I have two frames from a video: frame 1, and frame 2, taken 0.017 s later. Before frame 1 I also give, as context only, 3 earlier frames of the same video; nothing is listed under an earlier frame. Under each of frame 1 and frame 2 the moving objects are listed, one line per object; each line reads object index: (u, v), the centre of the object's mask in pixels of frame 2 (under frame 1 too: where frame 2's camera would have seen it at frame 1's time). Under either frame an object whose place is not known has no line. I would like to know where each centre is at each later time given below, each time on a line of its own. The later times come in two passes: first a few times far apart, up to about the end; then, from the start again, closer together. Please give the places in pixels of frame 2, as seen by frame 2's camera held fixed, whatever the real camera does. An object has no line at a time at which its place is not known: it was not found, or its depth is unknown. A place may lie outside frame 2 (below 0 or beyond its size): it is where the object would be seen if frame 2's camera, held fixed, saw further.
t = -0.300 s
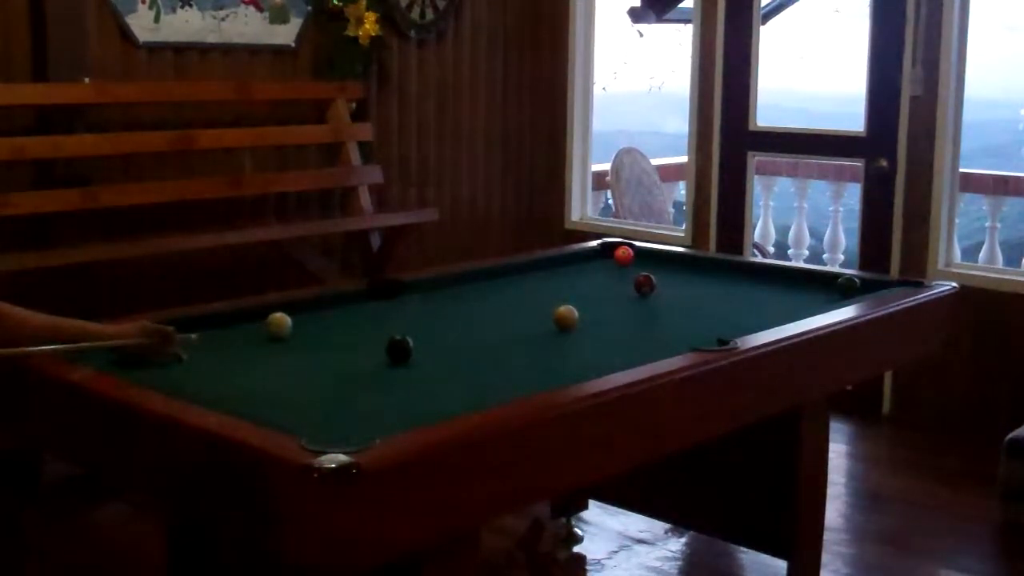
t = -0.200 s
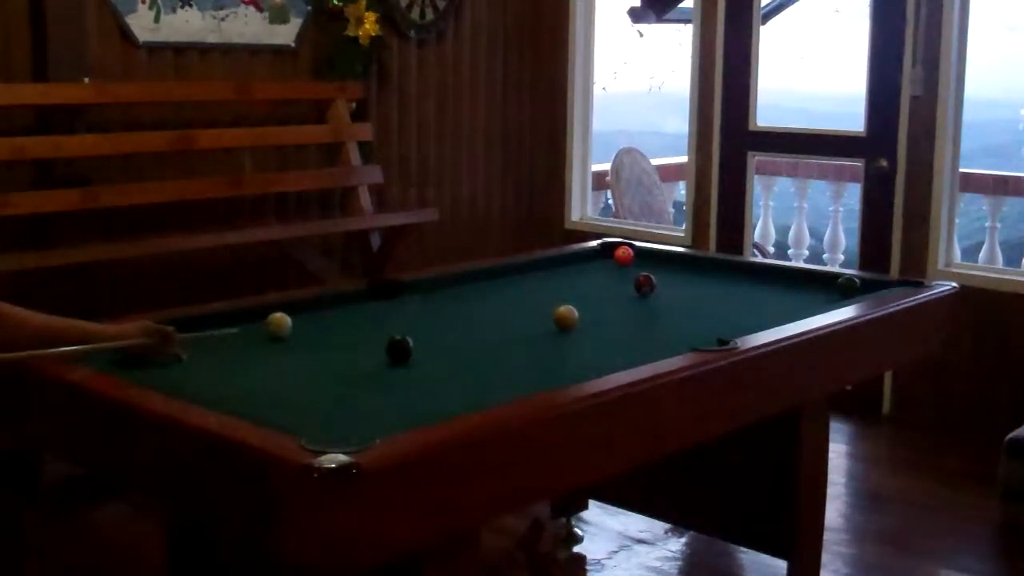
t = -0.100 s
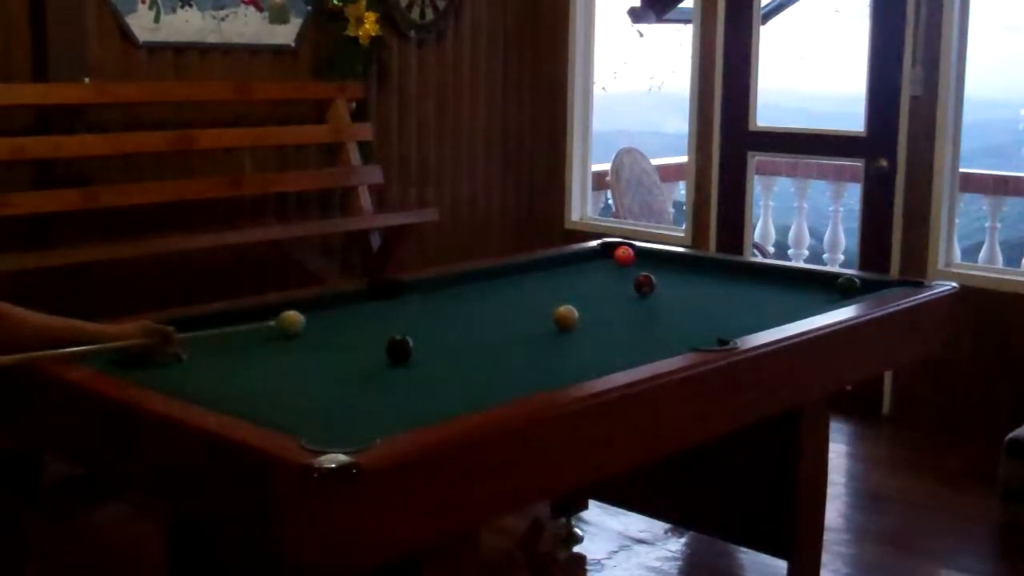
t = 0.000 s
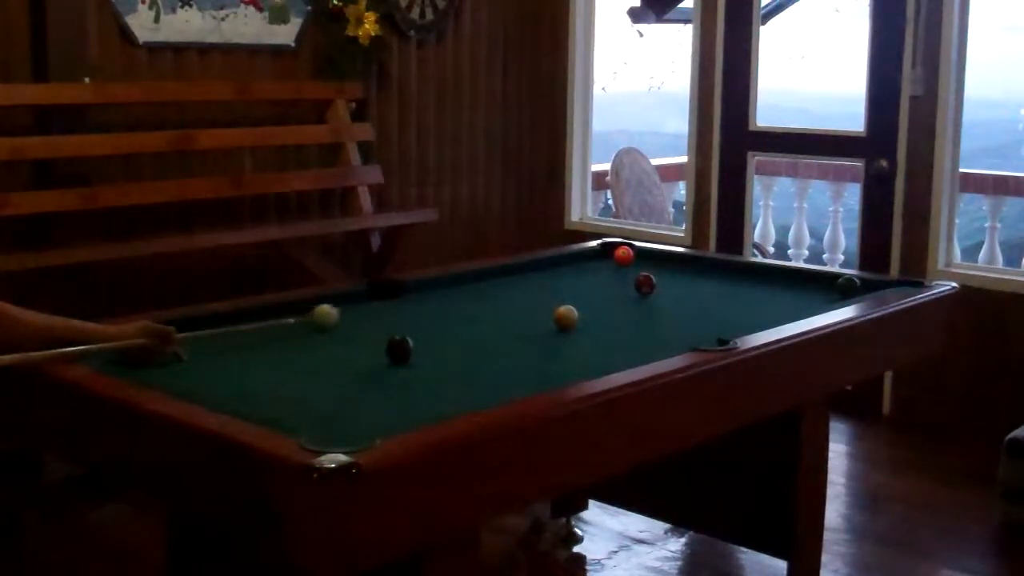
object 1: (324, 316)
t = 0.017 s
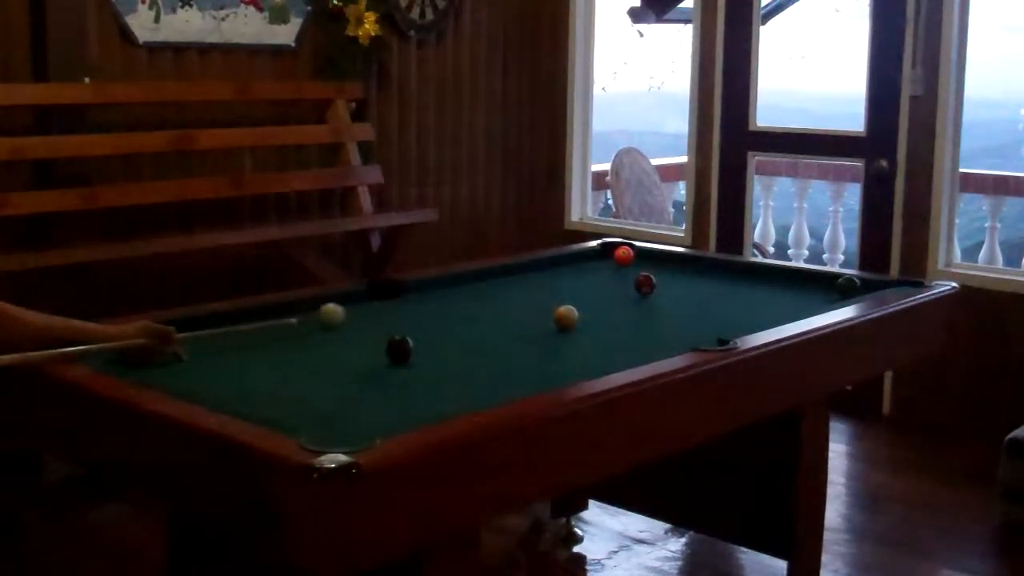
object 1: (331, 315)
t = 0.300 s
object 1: (415, 298)
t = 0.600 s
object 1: (492, 285)
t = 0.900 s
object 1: (557, 271)
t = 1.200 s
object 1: (610, 260)
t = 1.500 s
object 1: (668, 257)
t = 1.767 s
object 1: (679, 258)
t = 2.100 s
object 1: (676, 264)
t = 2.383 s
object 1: (679, 268)
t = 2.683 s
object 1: (680, 271)
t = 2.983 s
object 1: (681, 275)
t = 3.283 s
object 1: (681, 278)
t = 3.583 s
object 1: (681, 281)
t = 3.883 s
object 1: (680, 283)
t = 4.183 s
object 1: (679, 284)
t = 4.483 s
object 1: (677, 286)
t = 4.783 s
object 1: (675, 286)
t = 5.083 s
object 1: (675, 286)
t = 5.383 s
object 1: (675, 286)
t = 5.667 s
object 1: (675, 286)
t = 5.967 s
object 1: (675, 286)
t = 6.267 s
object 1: (675, 286)
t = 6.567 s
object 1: (675, 286)
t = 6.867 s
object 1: (675, 286)
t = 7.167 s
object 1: (675, 286)
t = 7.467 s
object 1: (674, 286)
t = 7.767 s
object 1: (674, 286)
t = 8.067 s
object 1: (674, 286)
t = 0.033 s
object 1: (336, 314)
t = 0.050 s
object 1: (341, 313)
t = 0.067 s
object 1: (346, 312)
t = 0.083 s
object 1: (351, 311)
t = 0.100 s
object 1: (358, 311)
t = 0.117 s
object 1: (363, 308)
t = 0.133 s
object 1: (367, 308)
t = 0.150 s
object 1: (372, 307)
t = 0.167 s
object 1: (377, 307)
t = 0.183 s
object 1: (382, 305)
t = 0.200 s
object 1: (387, 304)
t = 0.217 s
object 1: (391, 303)
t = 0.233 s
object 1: (396, 302)
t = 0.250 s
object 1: (401, 301)
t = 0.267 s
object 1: (406, 300)
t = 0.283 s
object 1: (410, 300)
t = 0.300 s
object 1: (415, 298)
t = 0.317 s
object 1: (418, 297)
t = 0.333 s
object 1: (423, 296)
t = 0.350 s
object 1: (428, 296)
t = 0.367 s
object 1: (433, 295)
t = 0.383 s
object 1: (438, 294)
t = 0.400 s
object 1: (442, 293)
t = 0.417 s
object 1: (446, 293)
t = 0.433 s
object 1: (450, 292)
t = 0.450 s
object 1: (455, 291)
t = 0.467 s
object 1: (459, 291)
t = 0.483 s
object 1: (463, 290)
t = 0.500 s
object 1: (467, 289)
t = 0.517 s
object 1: (471, 288)
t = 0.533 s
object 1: (475, 287)
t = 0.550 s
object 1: (479, 286)
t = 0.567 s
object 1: (483, 287)
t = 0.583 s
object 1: (488, 285)
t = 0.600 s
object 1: (492, 285)
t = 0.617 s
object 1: (496, 284)
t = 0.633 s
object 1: (500, 283)
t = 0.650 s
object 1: (503, 282)
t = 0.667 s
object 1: (507, 282)
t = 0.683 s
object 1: (511, 281)
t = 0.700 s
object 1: (514, 280)
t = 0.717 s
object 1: (518, 279)
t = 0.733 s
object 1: (521, 279)
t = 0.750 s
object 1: (525, 278)
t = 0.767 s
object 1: (529, 277)
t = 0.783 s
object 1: (532, 276)
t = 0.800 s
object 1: (536, 276)
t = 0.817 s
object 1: (540, 275)
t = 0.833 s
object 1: (544, 274)
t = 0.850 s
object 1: (547, 273)
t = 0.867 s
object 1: (550, 272)
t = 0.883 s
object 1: (554, 272)
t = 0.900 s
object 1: (557, 271)
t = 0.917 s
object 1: (560, 271)
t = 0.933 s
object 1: (564, 270)
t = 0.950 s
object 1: (567, 269)
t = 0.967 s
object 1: (570, 269)
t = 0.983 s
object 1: (574, 268)
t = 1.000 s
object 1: (577, 268)
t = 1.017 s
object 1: (580, 267)
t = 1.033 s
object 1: (583, 266)
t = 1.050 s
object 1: (586, 266)
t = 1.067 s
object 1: (590, 265)
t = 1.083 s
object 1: (593, 265)
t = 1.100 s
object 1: (596, 265)
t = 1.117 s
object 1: (598, 265)
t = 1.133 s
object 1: (601, 264)
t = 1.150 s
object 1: (605, 263)
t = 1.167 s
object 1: (607, 262)
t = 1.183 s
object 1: (609, 261)
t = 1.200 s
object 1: (610, 260)
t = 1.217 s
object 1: (617, 260)
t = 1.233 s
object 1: (620, 259)
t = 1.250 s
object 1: (623, 259)
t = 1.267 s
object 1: (624, 259)
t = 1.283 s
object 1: (626, 257)
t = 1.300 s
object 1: (629, 257)
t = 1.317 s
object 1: (635, 257)
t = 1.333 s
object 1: (638, 257)
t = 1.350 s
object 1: (641, 257)
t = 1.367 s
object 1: (644, 257)
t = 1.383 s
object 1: (647, 256)
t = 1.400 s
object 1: (651, 257)
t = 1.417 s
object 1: (653, 257)
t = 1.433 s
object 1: (656, 257)
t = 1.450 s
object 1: (659, 257)
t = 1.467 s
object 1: (662, 258)
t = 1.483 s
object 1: (665, 257)
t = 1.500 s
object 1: (668, 257)
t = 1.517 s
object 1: (671, 257)
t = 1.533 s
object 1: (671, 257)
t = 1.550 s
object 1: (671, 257)
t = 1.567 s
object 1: (671, 257)
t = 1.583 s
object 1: (672, 258)
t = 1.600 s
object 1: (672, 257)
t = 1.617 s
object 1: (673, 257)
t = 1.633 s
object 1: (673, 258)
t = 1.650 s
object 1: (673, 258)
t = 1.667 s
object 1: (673, 258)
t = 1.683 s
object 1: (673, 259)
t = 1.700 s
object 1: (673, 259)
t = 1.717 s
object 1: (674, 259)
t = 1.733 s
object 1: (674, 259)
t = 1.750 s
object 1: (674, 259)
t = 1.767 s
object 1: (679, 258)
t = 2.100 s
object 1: (676, 264)
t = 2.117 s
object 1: (677, 265)
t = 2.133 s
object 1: (677, 265)
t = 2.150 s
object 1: (677, 265)
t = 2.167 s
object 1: (677, 265)
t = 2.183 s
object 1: (677, 266)
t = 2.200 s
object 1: (677, 266)
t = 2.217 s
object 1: (677, 266)
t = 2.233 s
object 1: (677, 266)
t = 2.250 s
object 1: (678, 267)
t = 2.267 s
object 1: (678, 267)
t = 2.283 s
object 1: (678, 267)
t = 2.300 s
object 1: (678, 267)
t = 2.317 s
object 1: (678, 267)
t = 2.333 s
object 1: (678, 267)
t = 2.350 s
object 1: (678, 268)
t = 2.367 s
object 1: (678, 267)
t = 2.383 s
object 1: (679, 268)
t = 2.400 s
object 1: (679, 268)
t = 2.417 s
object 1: (678, 268)
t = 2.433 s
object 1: (679, 268)
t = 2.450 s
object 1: (679, 269)
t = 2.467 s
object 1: (679, 269)
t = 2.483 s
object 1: (679, 269)
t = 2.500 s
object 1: (679, 269)
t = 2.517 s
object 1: (679, 270)
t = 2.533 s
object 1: (679, 270)
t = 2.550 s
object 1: (679, 270)
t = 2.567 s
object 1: (679, 270)
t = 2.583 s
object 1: (680, 270)
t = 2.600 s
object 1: (680, 270)
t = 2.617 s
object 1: (680, 271)
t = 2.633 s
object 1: (680, 271)
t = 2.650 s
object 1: (680, 271)
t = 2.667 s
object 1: (680, 271)
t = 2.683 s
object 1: (680, 271)
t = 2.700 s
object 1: (680, 271)
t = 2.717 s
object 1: (680, 272)
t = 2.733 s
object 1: (680, 272)
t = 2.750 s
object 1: (680, 272)
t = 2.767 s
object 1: (680, 272)
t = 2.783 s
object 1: (680, 272)
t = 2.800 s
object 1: (680, 273)
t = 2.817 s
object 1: (680, 273)
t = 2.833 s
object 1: (680, 273)
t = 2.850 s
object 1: (681, 274)
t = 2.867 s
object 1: (681, 274)
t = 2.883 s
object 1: (681, 274)
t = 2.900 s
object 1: (681, 274)
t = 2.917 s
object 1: (681, 274)
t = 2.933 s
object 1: (681, 275)
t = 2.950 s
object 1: (681, 275)
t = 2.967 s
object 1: (681, 275)
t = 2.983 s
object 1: (681, 275)
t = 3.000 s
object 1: (681, 275)
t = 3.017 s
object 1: (681, 275)
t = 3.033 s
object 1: (681, 275)
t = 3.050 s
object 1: (681, 276)
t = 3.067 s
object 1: (681, 276)
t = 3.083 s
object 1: (681, 276)
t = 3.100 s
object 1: (681, 276)
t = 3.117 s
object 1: (681, 277)
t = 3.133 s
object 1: (681, 277)
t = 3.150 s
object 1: (681, 277)
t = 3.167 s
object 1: (681, 277)
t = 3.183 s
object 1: (682, 277)
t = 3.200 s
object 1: (681, 277)
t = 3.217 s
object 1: (682, 278)
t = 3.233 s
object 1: (682, 278)
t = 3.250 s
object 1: (681, 278)
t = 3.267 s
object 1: (681, 278)
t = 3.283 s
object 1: (681, 278)
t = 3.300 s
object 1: (681, 278)
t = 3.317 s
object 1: (681, 278)
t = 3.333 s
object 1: (681, 279)
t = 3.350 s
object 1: (681, 279)
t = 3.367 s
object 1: (681, 279)
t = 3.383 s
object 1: (682, 279)
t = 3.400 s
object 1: (681, 280)
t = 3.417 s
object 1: (681, 279)
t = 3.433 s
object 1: (681, 280)
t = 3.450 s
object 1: (681, 280)
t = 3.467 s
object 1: (681, 280)
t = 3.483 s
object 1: (681, 280)
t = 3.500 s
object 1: (681, 280)
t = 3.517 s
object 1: (681, 280)
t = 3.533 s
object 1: (681, 281)
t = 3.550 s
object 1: (681, 280)
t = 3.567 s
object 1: (681, 281)
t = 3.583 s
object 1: (681, 281)
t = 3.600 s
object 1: (681, 281)
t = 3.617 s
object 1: (681, 281)
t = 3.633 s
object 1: (681, 281)
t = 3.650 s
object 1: (681, 282)
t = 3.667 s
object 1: (681, 282)
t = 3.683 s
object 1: (681, 282)
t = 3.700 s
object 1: (680, 282)
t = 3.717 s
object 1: (681, 282)
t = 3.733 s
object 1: (680, 282)
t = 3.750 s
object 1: (681, 282)
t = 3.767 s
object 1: (680, 282)
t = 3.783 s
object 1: (680, 282)
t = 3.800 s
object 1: (681, 282)
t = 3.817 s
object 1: (680, 282)
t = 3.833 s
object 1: (680, 282)
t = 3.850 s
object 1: (680, 283)
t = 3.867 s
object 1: (680, 283)
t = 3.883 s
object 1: (680, 283)
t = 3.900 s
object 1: (680, 283)
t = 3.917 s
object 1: (680, 283)
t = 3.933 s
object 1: (680, 283)
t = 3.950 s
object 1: (680, 283)
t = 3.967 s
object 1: (680, 283)
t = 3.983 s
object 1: (679, 283)
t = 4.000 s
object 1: (680, 283)
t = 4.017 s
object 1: (680, 283)
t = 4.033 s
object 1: (680, 284)
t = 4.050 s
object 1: (680, 284)
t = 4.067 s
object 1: (679, 284)
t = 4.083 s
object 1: (679, 284)
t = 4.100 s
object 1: (679, 284)
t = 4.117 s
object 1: (679, 284)
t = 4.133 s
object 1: (680, 284)
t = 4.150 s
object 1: (680, 284)
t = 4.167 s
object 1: (680, 284)
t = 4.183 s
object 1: (679, 284)
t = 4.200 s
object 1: (679, 284)
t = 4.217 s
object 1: (678, 285)
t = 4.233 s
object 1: (679, 284)
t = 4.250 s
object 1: (679, 284)
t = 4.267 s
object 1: (679, 285)
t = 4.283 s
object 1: (678, 285)
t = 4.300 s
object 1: (678, 285)
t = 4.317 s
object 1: (678, 285)
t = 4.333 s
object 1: (678, 285)
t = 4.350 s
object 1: (678, 285)
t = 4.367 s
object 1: (678, 285)
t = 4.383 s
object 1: (678, 285)
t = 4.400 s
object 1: (678, 285)
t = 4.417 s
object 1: (678, 285)
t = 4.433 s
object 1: (678, 285)
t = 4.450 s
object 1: (678, 286)
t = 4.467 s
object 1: (677, 286)
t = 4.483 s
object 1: (677, 286)
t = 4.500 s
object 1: (677, 286)
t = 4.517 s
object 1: (677, 286)
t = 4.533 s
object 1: (676, 286)
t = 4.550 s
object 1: (676, 286)
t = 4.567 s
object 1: (677, 286)
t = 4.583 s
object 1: (676, 286)
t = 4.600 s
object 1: (676, 286)
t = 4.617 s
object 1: (676, 286)
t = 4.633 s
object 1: (676, 286)
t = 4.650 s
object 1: (677, 286)
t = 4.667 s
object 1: (676, 286)
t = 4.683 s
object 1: (676, 286)
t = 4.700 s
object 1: (676, 286)
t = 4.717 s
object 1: (675, 286)
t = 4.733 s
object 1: (676, 286)
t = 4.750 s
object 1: (675, 286)
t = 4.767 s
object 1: (676, 286)
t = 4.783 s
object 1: (675, 286)
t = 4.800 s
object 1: (676, 286)
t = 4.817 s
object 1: (675, 286)
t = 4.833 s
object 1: (675, 286)
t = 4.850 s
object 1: (675, 286)
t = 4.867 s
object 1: (675, 286)
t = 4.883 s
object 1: (675, 286)
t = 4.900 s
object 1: (675, 286)
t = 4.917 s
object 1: (675, 286)
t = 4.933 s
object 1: (675, 286)
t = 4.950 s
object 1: (675, 286)
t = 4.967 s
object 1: (675, 286)
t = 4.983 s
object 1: (675, 286)
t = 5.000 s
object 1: (675, 286)
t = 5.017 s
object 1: (675, 286)
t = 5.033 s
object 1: (675, 286)
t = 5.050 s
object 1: (675, 286)
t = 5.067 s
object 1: (675, 286)
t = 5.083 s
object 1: (675, 286)
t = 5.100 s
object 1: (675, 286)
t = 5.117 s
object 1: (675, 286)
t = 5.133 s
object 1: (675, 286)
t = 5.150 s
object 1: (675, 286)
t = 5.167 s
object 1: (675, 286)
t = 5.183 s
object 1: (675, 286)
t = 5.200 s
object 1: (675, 286)
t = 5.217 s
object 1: (675, 286)
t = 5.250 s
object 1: (675, 286)
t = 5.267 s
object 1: (675, 286)
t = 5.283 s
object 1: (675, 286)
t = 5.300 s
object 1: (675, 286)
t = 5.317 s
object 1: (675, 286)
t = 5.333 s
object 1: (675, 286)
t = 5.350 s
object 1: (675, 286)
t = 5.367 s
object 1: (675, 286)
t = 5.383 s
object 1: (675, 286)
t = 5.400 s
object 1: (675, 286)
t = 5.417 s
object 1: (675, 286)
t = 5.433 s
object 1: (675, 286)
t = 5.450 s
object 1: (675, 287)
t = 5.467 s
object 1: (675, 287)
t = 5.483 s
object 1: (675, 286)
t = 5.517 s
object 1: (675, 286)
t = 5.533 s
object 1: (675, 286)
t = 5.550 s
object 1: (675, 286)
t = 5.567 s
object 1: (675, 286)
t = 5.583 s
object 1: (675, 286)
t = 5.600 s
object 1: (675, 286)
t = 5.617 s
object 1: (675, 286)
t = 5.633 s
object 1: (675, 286)
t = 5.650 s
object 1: (675, 286)
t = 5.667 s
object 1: (675, 286)
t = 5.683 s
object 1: (675, 286)
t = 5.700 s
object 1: (675, 286)
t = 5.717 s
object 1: (675, 286)
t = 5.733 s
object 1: (675, 286)
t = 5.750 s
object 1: (675, 286)
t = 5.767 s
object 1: (675, 286)
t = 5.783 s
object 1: (675, 286)
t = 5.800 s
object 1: (675, 286)
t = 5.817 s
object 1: (675, 286)
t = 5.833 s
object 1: (675, 286)
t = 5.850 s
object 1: (675, 286)
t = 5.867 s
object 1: (675, 286)
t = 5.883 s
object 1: (675, 286)
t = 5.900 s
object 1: (675, 286)
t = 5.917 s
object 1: (675, 286)
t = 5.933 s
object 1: (675, 286)
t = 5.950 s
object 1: (675, 286)
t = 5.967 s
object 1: (675, 286)
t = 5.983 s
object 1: (675, 286)
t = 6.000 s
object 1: (675, 286)
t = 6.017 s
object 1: (675, 286)
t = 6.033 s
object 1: (675, 286)
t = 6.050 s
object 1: (675, 286)
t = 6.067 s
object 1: (675, 286)
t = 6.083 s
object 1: (675, 286)
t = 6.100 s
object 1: (675, 286)
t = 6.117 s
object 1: (675, 286)
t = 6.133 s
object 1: (675, 286)
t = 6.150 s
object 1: (675, 286)
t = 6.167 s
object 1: (675, 286)
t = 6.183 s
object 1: (675, 286)
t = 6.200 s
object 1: (675, 286)
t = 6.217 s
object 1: (675, 286)
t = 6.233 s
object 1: (675, 286)
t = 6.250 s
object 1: (675, 286)
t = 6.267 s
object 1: (675, 286)
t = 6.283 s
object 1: (675, 286)
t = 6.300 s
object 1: (675, 286)
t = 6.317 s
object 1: (675, 286)
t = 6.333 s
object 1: (675, 286)
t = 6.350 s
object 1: (675, 286)
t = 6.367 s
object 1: (675, 286)
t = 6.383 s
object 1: (675, 286)
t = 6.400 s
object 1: (675, 286)
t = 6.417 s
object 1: (675, 286)
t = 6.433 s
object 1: (675, 286)
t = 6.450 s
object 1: (675, 286)
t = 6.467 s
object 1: (675, 286)
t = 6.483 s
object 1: (674, 286)
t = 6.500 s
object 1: (675, 286)
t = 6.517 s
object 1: (675, 286)
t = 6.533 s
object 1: (675, 286)
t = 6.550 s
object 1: (675, 286)
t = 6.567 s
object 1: (675, 286)
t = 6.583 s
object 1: (675, 286)
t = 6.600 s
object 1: (675, 286)
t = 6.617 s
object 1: (675, 286)
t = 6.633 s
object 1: (675, 286)
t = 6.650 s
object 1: (675, 286)
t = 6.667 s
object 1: (675, 286)
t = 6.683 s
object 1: (675, 286)
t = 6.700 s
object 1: (675, 286)
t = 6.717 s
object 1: (675, 286)
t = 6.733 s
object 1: (675, 286)
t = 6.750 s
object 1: (675, 286)
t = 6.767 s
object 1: (675, 286)
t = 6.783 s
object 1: (674, 286)
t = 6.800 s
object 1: (675, 286)
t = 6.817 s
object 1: (675, 286)
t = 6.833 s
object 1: (675, 286)
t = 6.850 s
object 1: (675, 286)
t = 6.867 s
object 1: (675, 286)
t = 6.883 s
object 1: (675, 286)
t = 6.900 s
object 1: (675, 286)
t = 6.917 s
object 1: (675, 286)
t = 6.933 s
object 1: (675, 286)
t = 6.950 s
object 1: (675, 286)
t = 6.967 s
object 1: (675, 286)
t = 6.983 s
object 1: (675, 286)
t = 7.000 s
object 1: (675, 286)
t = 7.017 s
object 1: (675, 286)
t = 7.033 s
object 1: (675, 286)
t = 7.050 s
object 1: (675, 286)
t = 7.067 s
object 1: (675, 286)
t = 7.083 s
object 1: (675, 286)
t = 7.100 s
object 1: (675, 286)
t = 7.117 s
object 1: (675, 286)
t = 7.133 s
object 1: (675, 286)
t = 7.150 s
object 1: (675, 286)
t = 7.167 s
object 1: (675, 286)
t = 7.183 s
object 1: (675, 286)
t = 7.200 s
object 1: (675, 286)
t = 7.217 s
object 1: (675, 286)
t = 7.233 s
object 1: (675, 286)
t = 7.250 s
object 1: (675, 286)
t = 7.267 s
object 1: (675, 286)
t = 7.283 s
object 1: (675, 286)
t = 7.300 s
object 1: (675, 287)
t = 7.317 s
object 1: (675, 286)
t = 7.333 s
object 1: (675, 286)
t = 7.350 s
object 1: (675, 286)
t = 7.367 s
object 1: (675, 286)
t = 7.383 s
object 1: (675, 286)
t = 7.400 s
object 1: (675, 286)
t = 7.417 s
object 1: (674, 286)
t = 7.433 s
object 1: (675, 286)
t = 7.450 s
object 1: (674, 286)
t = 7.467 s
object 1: (674, 286)
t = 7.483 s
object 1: (674, 286)
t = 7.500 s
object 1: (675, 286)
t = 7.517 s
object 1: (675, 286)
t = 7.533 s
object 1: (675, 286)
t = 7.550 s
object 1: (674, 286)
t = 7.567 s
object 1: (675, 286)
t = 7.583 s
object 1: (675, 286)
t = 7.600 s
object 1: (675, 286)
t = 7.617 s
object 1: (675, 286)
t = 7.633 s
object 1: (675, 286)
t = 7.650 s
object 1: (674, 286)
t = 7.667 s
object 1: (674, 286)
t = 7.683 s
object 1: (674, 286)
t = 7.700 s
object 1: (674, 286)
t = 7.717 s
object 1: (674, 286)
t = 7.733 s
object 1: (674, 286)
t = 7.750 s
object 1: (674, 286)
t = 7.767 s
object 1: (674, 286)
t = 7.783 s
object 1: (674, 286)
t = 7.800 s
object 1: (674, 286)
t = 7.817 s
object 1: (674, 286)
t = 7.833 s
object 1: (674, 286)
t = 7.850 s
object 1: (674, 286)
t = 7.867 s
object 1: (674, 286)
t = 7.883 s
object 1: (674, 286)
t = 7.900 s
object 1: (674, 286)
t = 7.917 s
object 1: (674, 286)
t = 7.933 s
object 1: (675, 286)
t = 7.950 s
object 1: (674, 286)
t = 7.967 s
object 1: (675, 286)
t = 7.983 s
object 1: (675, 286)
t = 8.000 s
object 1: (675, 286)
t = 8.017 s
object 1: (675, 286)
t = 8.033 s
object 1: (674, 286)
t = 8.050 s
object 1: (674, 286)
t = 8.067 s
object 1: (674, 286)
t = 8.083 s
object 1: (674, 286)
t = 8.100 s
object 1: (674, 286)
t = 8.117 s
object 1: (674, 286)
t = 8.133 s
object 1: (674, 286)
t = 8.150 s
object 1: (675, 286)
